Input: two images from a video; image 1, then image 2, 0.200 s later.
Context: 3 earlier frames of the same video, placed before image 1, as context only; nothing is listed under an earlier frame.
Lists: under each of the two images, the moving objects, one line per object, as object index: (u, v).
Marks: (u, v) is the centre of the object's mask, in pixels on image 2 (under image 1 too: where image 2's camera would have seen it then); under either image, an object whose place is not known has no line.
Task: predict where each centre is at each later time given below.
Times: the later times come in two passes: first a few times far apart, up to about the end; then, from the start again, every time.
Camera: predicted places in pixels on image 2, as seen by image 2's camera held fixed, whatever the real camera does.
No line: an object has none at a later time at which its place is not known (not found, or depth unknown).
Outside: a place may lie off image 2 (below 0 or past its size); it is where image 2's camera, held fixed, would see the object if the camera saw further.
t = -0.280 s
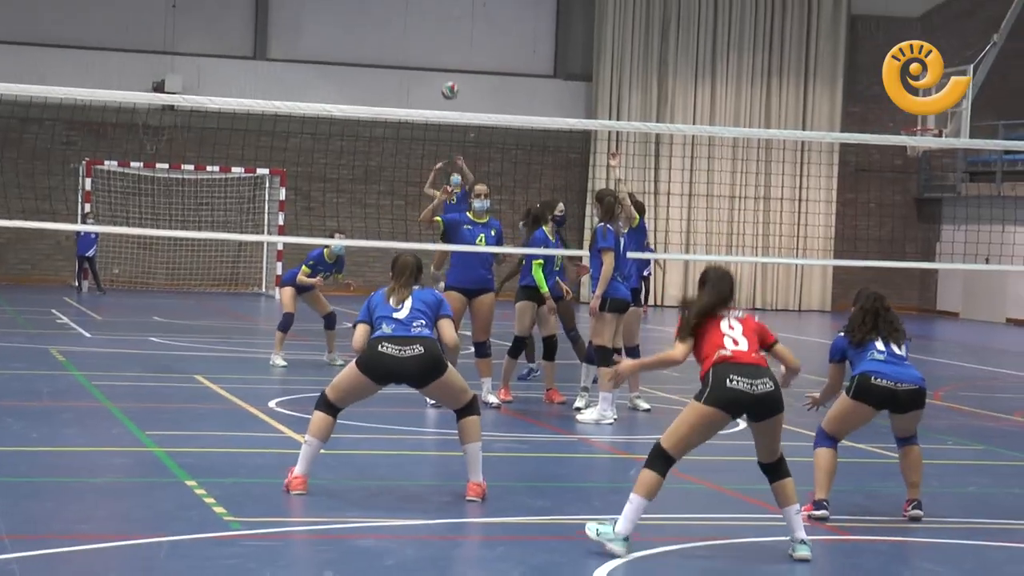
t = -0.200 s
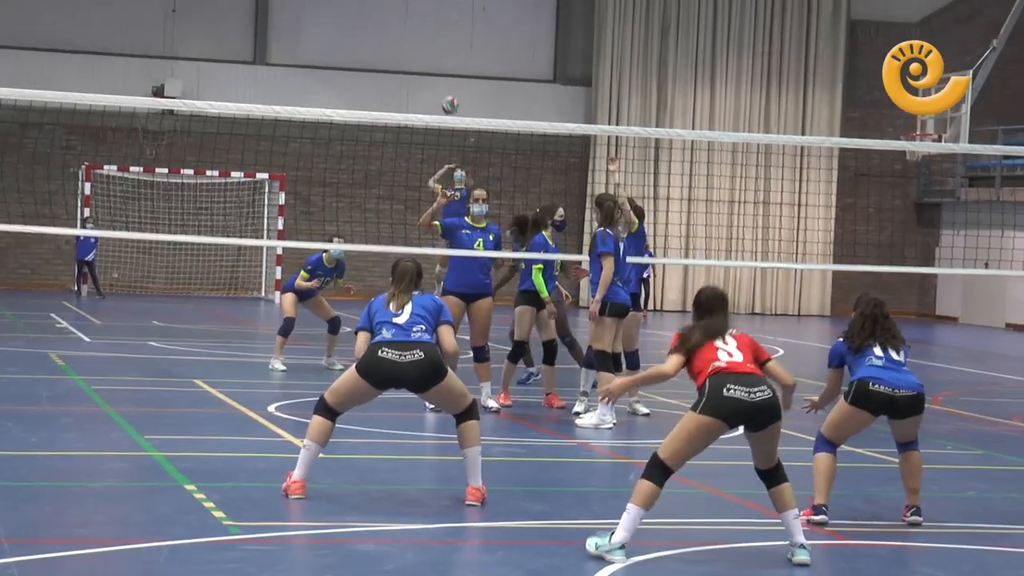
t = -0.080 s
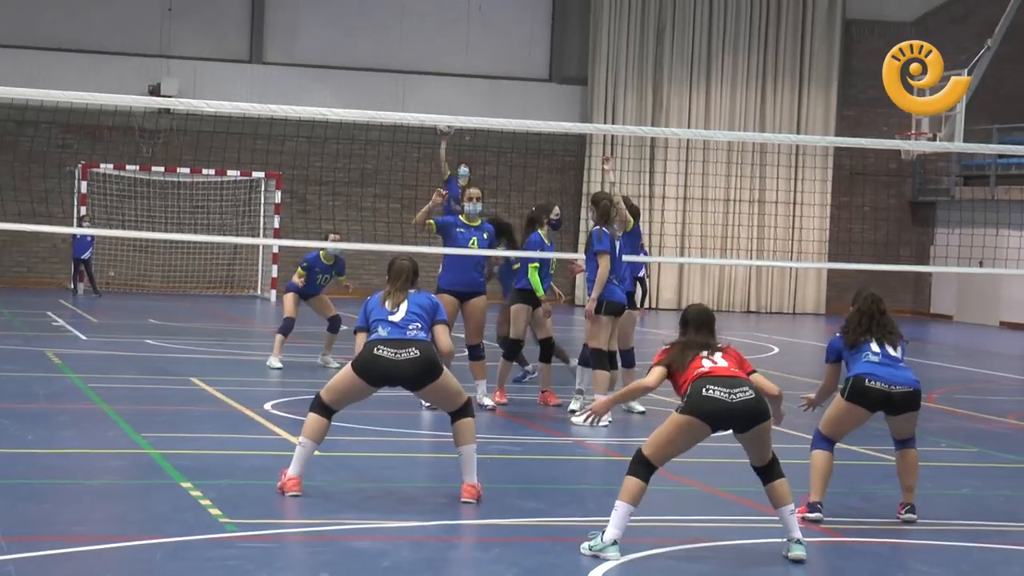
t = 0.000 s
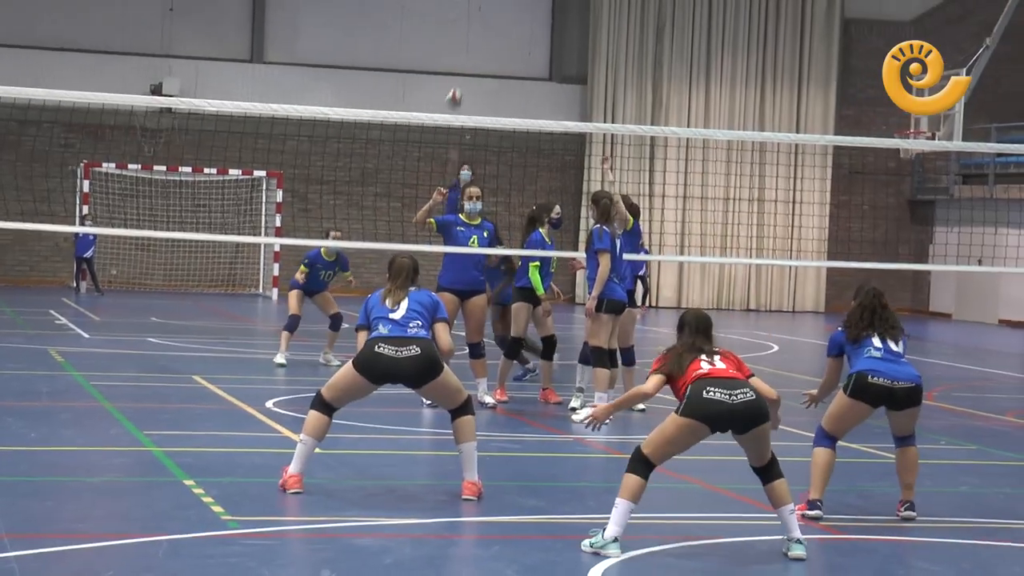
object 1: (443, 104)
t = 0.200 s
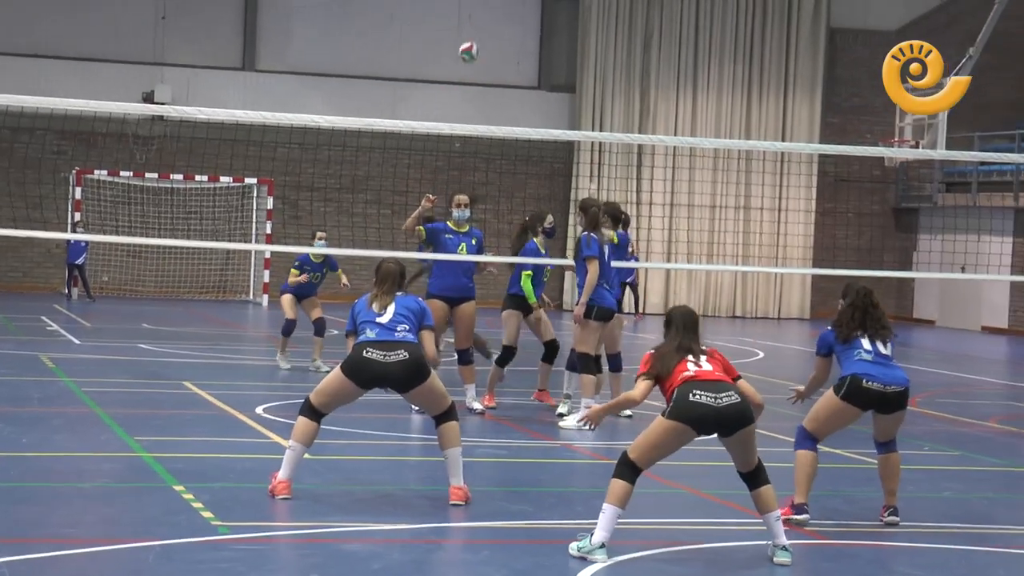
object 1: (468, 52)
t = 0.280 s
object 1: (479, 39)
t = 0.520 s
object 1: (510, 40)
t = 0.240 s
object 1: (473, 44)
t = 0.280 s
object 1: (479, 39)
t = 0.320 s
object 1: (485, 36)
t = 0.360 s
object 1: (489, 35)
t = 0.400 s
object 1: (495, 33)
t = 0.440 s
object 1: (500, 34)
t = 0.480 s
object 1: (505, 37)
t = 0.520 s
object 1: (510, 40)
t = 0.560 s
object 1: (516, 46)
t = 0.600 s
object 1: (521, 54)
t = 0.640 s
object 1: (528, 65)
